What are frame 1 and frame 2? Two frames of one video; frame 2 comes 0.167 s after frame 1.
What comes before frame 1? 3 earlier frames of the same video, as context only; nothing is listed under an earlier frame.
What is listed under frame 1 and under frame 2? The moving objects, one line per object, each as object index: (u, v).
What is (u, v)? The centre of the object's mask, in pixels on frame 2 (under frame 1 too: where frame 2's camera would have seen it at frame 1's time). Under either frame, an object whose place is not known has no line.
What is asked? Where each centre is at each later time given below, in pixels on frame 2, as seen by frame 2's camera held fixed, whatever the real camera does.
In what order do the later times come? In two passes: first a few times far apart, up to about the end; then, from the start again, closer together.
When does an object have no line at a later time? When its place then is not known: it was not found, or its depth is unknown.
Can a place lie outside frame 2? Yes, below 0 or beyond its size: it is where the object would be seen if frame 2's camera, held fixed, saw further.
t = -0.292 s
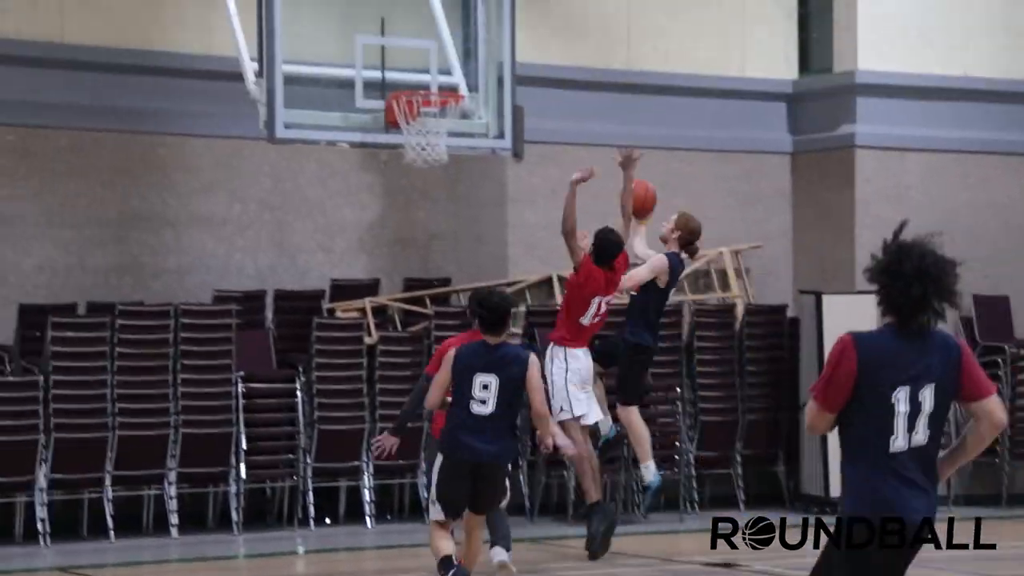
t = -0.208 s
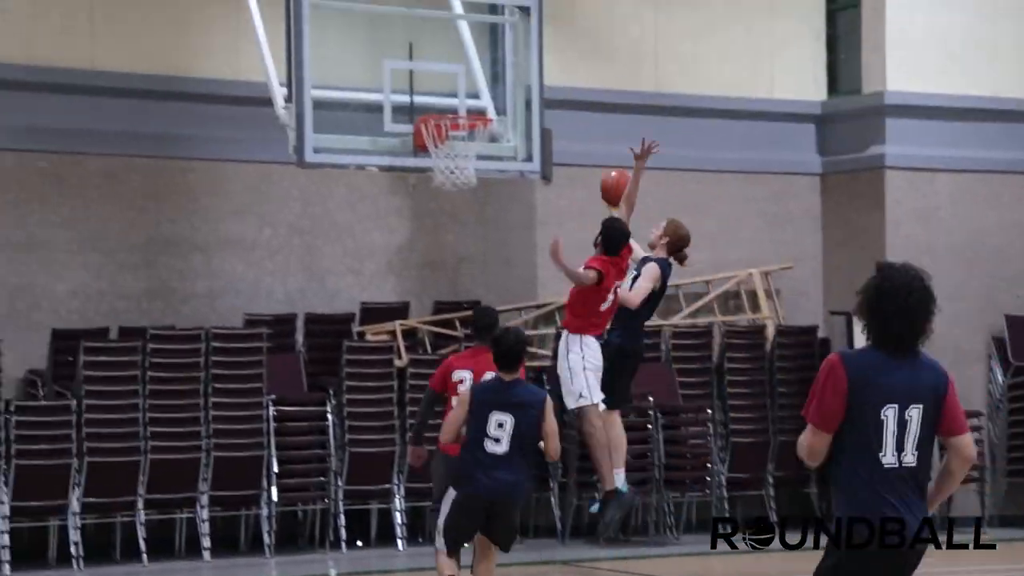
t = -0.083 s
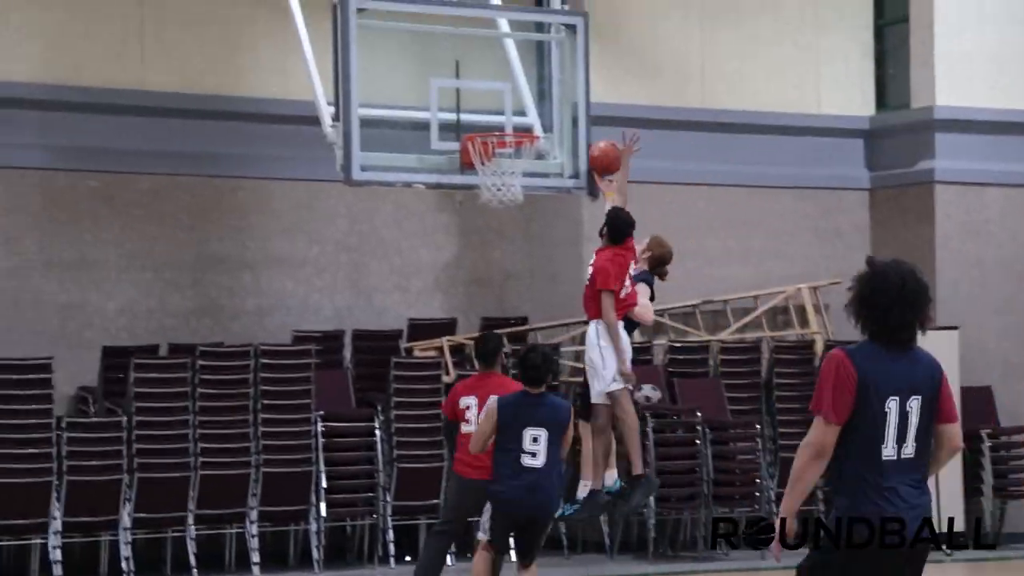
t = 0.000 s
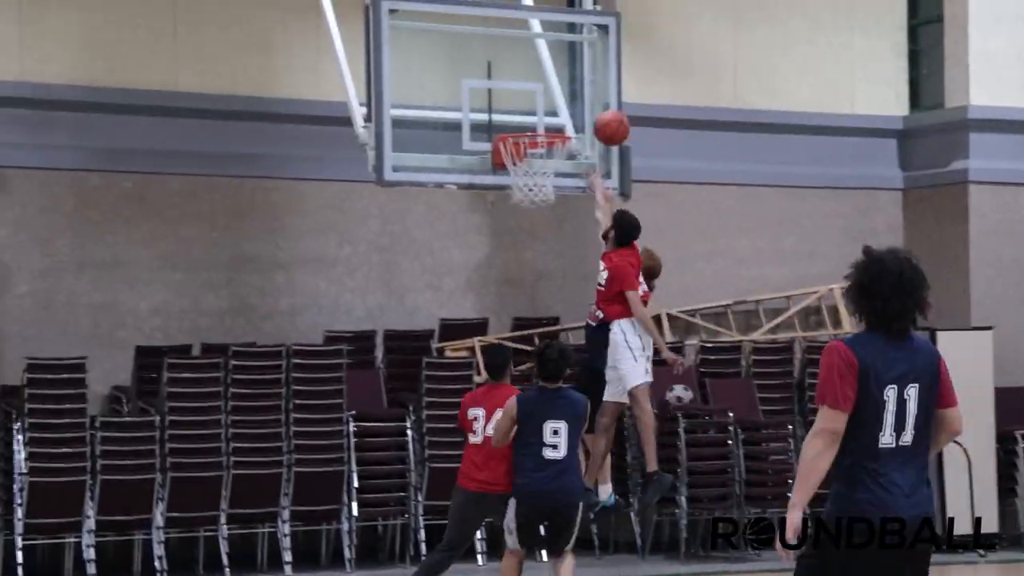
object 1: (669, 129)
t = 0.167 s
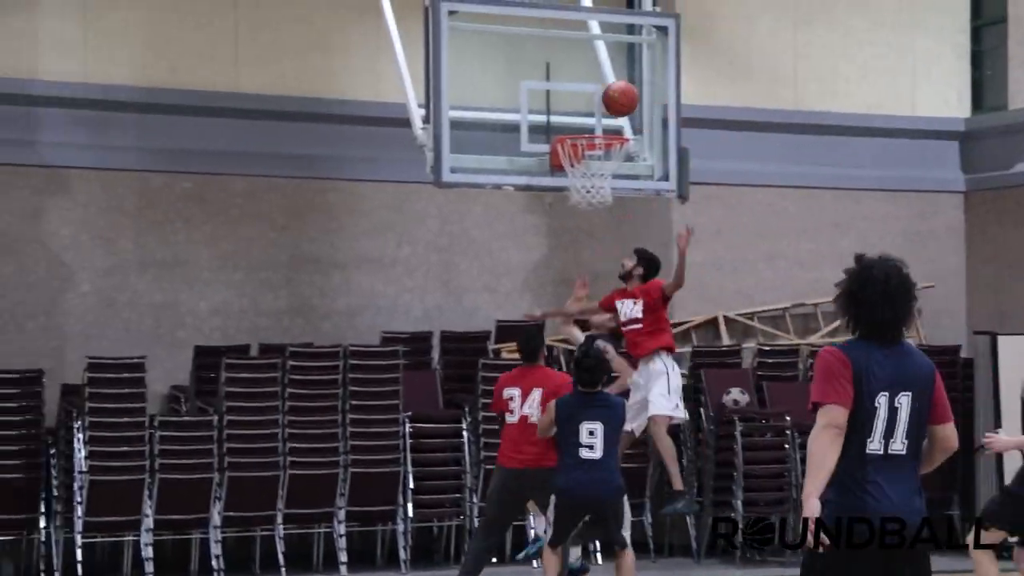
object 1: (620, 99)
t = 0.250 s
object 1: (614, 93)
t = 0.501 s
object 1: (598, 126)
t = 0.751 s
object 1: (590, 167)
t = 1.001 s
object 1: (612, 197)
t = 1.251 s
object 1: (612, 277)
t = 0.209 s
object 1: (617, 95)
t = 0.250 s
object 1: (614, 93)
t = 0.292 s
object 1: (612, 94)
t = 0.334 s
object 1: (610, 97)
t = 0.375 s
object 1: (607, 104)
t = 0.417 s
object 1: (604, 113)
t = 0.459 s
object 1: (602, 122)
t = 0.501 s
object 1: (598, 126)
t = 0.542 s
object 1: (590, 127)
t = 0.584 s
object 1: (585, 136)
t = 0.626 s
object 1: (578, 148)
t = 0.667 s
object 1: (580, 155)
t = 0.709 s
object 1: (584, 159)
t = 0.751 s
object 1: (590, 167)
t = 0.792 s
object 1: (597, 170)
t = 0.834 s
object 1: (602, 172)
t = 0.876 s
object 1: (607, 166)
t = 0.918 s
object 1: (608, 191)
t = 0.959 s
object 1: (610, 193)
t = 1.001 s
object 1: (612, 197)
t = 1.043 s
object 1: (612, 202)
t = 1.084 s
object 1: (612, 209)
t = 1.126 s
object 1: (612, 221)
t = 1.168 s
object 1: (612, 237)
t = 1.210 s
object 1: (612, 256)
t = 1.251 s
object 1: (612, 277)
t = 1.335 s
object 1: (613, 327)
